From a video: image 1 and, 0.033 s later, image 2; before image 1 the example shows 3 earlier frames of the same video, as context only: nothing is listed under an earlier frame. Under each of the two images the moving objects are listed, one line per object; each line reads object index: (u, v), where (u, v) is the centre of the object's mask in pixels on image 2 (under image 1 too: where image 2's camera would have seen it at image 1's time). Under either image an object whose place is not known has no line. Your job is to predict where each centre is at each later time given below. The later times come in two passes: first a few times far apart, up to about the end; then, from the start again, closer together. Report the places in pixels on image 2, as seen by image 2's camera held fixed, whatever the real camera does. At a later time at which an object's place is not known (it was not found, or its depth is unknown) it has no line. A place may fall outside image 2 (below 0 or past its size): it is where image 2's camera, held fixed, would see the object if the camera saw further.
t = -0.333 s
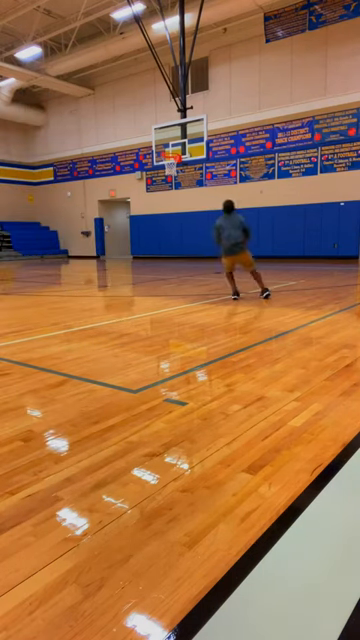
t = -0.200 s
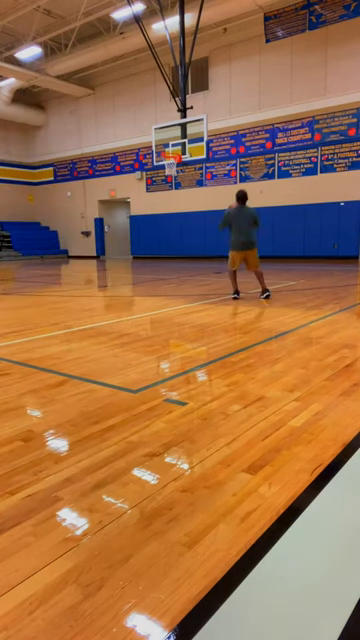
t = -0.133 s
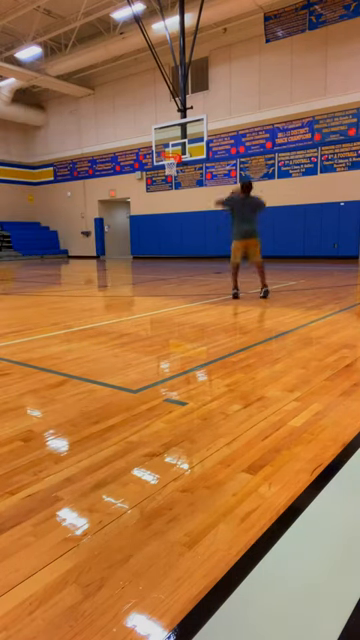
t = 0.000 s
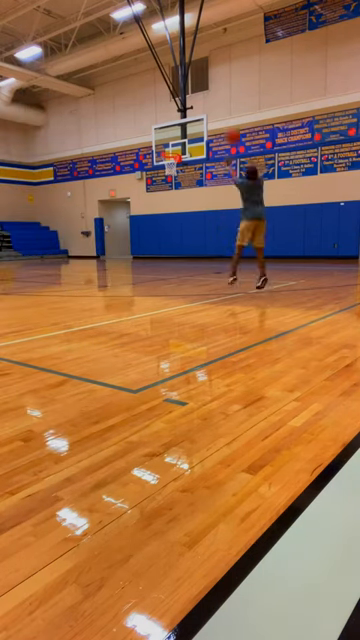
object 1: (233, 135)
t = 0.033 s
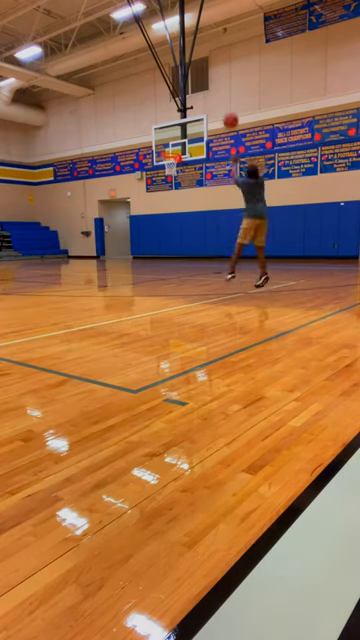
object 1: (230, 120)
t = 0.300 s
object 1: (215, 44)
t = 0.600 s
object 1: (202, 23)
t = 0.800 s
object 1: (196, 37)
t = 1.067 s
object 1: (187, 80)
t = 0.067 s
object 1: (228, 107)
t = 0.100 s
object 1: (226, 94)
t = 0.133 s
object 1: (224, 84)
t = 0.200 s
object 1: (220, 65)
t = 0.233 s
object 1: (218, 56)
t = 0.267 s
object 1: (216, 50)
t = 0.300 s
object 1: (215, 44)
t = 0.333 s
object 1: (213, 39)
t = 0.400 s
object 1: (210, 30)
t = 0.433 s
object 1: (208, 27)
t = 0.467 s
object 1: (207, 25)
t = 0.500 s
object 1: (206, 24)
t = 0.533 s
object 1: (205, 23)
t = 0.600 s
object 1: (202, 23)
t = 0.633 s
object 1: (202, 24)
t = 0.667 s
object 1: (201, 25)
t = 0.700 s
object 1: (199, 28)
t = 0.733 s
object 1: (198, 30)
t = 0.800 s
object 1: (196, 37)
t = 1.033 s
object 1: (188, 73)
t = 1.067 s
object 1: (187, 80)
